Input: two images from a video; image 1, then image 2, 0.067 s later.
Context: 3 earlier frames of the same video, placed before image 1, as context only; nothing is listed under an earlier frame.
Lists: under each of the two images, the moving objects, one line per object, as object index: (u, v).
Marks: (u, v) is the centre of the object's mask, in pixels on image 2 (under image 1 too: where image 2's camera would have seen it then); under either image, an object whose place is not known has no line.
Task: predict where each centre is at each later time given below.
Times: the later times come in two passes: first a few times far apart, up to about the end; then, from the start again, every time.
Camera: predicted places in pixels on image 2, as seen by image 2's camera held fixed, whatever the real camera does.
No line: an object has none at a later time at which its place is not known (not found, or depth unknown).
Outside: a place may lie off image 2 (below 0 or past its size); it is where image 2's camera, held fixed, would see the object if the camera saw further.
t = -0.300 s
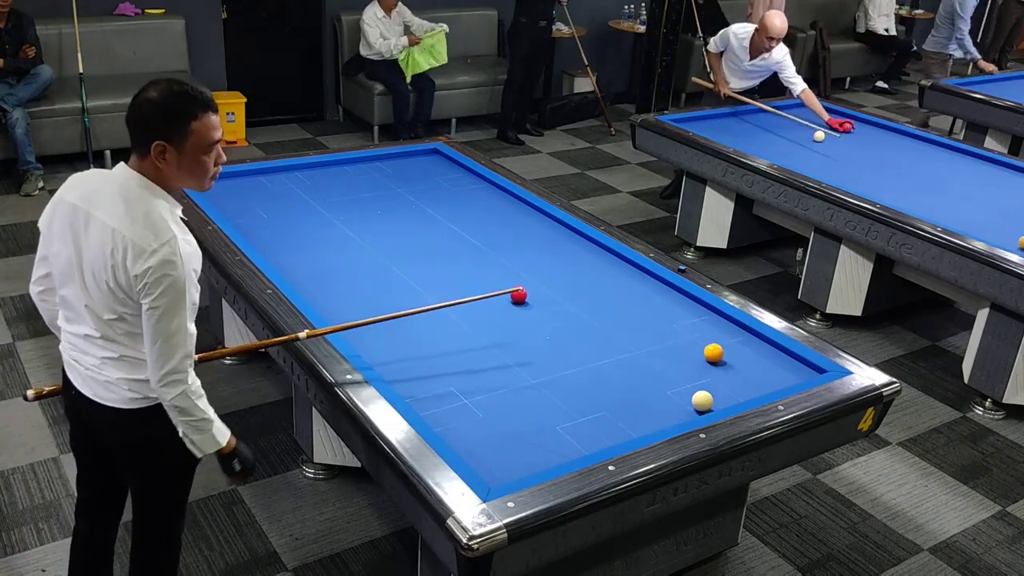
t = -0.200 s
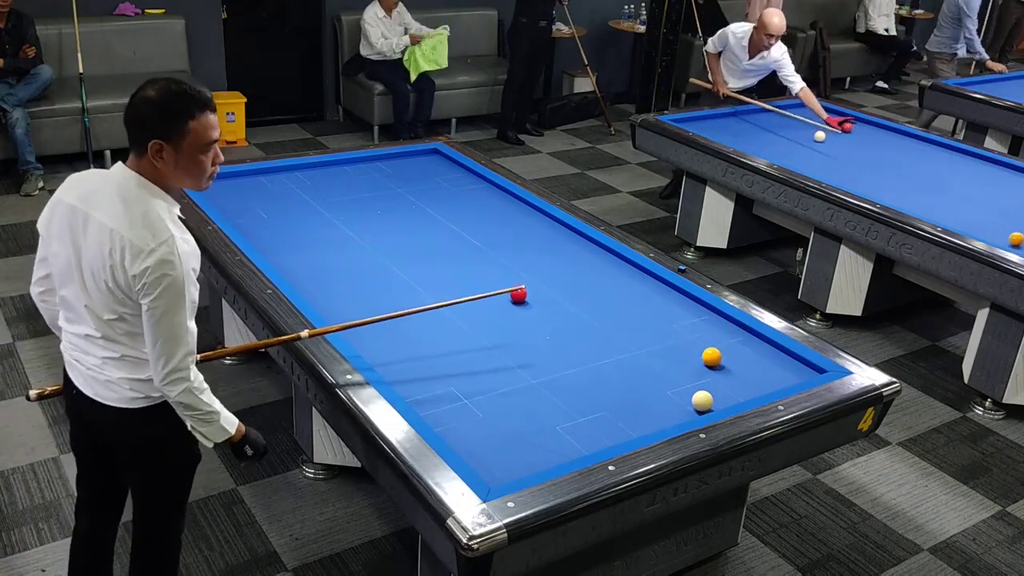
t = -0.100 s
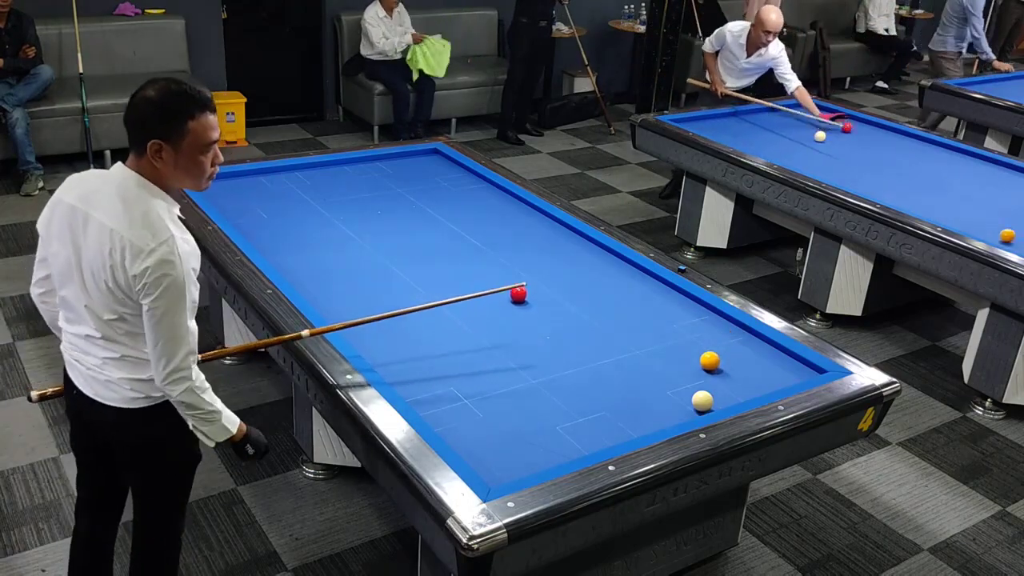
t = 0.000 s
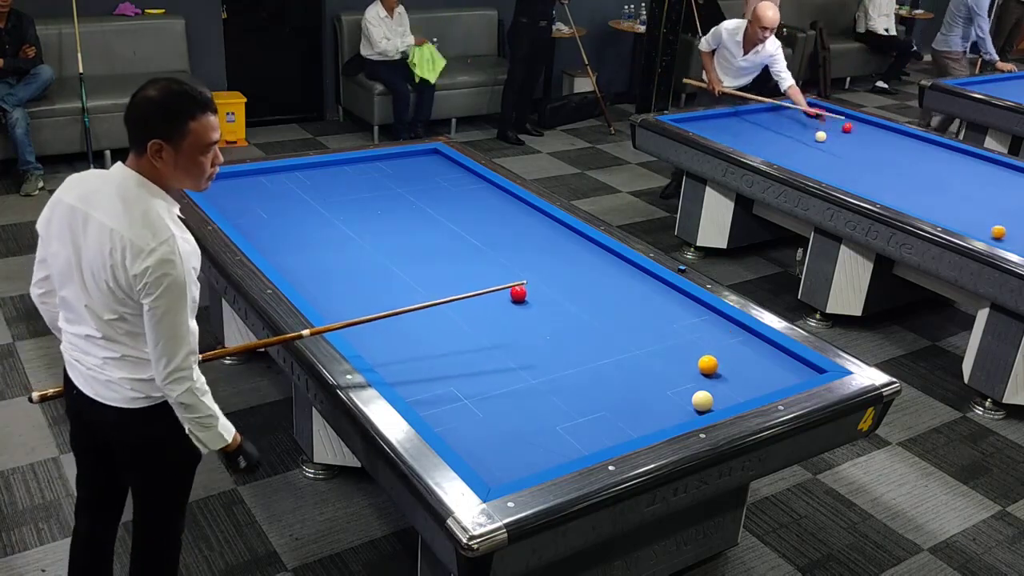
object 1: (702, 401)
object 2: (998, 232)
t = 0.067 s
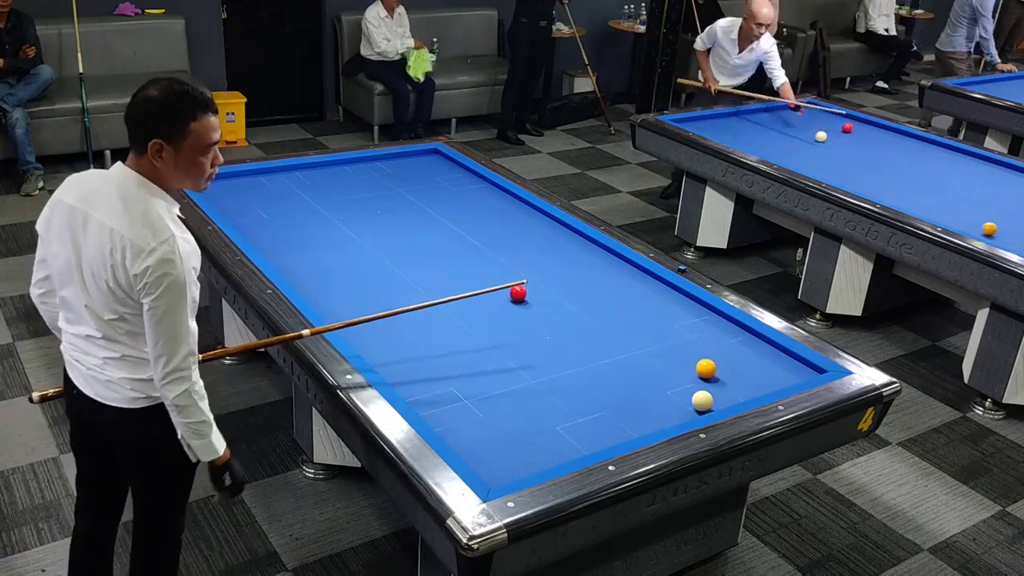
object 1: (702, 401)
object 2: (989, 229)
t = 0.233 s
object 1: (702, 401)
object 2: (975, 224)
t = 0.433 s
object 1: (702, 401)
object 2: (958, 217)
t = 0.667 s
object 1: (703, 402)
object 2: (939, 211)
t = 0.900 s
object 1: (705, 406)
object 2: (922, 204)
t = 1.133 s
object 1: (699, 405)
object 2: (905, 198)
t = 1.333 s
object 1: (696, 404)
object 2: (892, 194)
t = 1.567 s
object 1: (692, 403)
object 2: (877, 188)
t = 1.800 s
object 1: (688, 402)
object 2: (863, 183)
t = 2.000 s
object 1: (686, 401)
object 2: (852, 179)
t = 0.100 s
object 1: (702, 401)
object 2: (986, 228)
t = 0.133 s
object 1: (702, 401)
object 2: (983, 227)
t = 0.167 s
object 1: (702, 401)
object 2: (980, 225)
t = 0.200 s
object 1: (702, 401)
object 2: (977, 225)
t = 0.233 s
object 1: (702, 401)
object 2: (975, 224)
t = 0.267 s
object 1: (702, 401)
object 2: (972, 223)
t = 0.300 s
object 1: (702, 401)
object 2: (969, 222)
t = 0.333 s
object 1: (702, 401)
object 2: (966, 221)
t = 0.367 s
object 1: (702, 401)
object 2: (963, 220)
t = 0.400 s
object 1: (702, 401)
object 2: (961, 219)
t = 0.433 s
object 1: (702, 401)
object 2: (958, 217)
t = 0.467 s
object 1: (702, 401)
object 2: (955, 216)
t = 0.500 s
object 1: (702, 401)
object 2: (952, 216)
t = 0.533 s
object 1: (702, 401)
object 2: (950, 214)
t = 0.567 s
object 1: (702, 401)
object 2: (947, 214)
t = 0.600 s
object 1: (702, 401)
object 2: (944, 213)
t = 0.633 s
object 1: (703, 402)
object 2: (942, 212)
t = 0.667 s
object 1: (703, 402)
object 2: (939, 211)
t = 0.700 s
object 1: (704, 403)
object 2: (937, 210)
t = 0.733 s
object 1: (704, 404)
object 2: (934, 209)
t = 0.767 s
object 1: (704, 404)
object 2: (931, 208)
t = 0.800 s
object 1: (705, 405)
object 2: (929, 207)
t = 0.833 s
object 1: (705, 405)
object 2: (927, 206)
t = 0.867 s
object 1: (705, 406)
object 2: (924, 205)
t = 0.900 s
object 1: (705, 406)
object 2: (922, 204)
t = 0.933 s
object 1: (704, 406)
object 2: (919, 204)
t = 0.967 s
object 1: (703, 406)
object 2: (917, 203)
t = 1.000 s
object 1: (702, 406)
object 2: (915, 202)
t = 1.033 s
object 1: (702, 405)
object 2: (912, 201)
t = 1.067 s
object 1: (701, 405)
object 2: (910, 200)
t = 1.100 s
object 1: (700, 405)
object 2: (908, 199)
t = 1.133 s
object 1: (699, 405)
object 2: (905, 198)
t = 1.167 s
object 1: (699, 405)
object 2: (903, 198)
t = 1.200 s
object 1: (698, 405)
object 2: (901, 197)
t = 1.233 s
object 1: (697, 405)
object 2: (898, 196)
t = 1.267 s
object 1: (697, 404)
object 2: (896, 195)
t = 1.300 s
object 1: (696, 404)
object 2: (894, 194)
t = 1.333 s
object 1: (696, 404)
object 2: (892, 194)
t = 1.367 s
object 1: (695, 404)
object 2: (890, 193)
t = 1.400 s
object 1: (694, 404)
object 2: (888, 192)
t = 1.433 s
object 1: (694, 404)
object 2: (885, 191)
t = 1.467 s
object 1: (693, 404)
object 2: (883, 191)
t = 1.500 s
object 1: (693, 404)
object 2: (881, 190)
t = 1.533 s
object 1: (692, 403)
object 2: (879, 189)
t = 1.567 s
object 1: (692, 403)
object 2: (877, 188)
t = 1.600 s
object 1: (691, 403)
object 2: (875, 188)
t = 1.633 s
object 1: (690, 403)
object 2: (873, 187)
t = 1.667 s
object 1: (690, 402)
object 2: (871, 186)
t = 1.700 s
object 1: (689, 402)
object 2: (869, 185)
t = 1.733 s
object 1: (689, 402)
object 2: (867, 185)
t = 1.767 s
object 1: (689, 402)
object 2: (865, 184)
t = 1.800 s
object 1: (688, 402)
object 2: (863, 183)
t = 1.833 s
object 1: (688, 402)
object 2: (861, 182)
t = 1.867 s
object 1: (687, 402)
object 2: (859, 182)
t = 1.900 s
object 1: (687, 402)
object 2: (857, 181)
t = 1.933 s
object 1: (687, 402)
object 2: (855, 181)
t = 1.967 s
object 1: (686, 401)
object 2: (854, 180)
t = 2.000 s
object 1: (686, 401)
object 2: (852, 179)
